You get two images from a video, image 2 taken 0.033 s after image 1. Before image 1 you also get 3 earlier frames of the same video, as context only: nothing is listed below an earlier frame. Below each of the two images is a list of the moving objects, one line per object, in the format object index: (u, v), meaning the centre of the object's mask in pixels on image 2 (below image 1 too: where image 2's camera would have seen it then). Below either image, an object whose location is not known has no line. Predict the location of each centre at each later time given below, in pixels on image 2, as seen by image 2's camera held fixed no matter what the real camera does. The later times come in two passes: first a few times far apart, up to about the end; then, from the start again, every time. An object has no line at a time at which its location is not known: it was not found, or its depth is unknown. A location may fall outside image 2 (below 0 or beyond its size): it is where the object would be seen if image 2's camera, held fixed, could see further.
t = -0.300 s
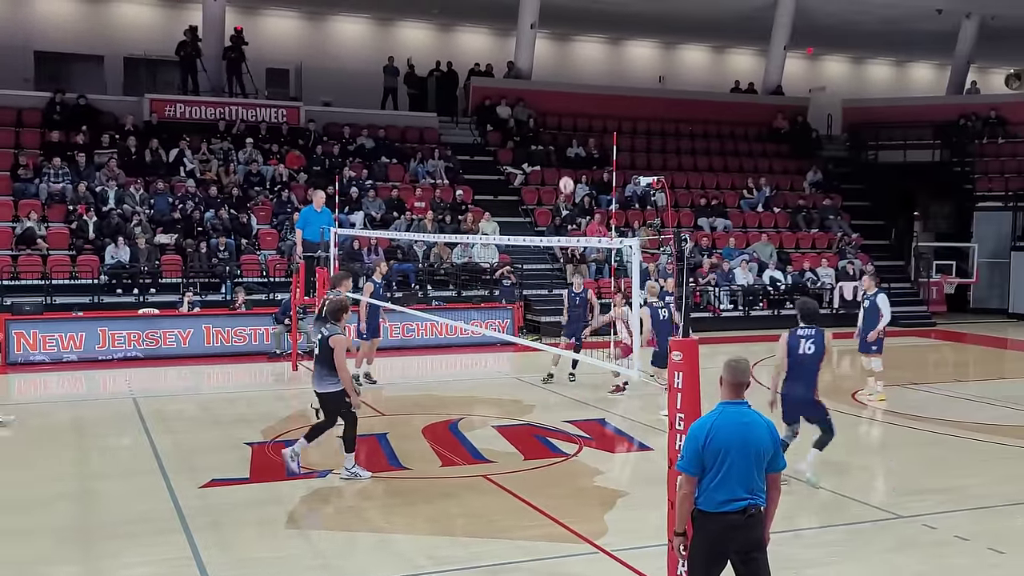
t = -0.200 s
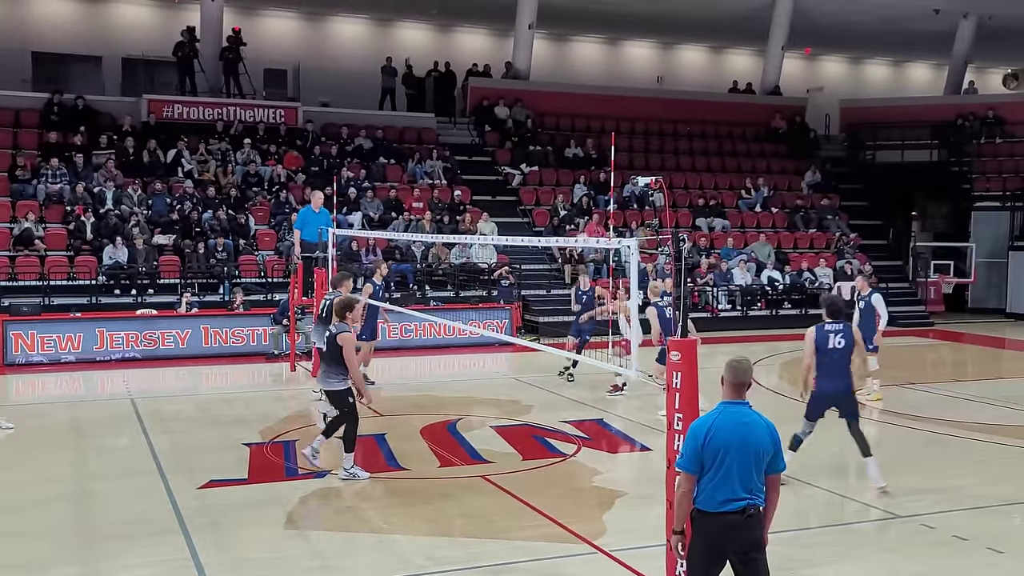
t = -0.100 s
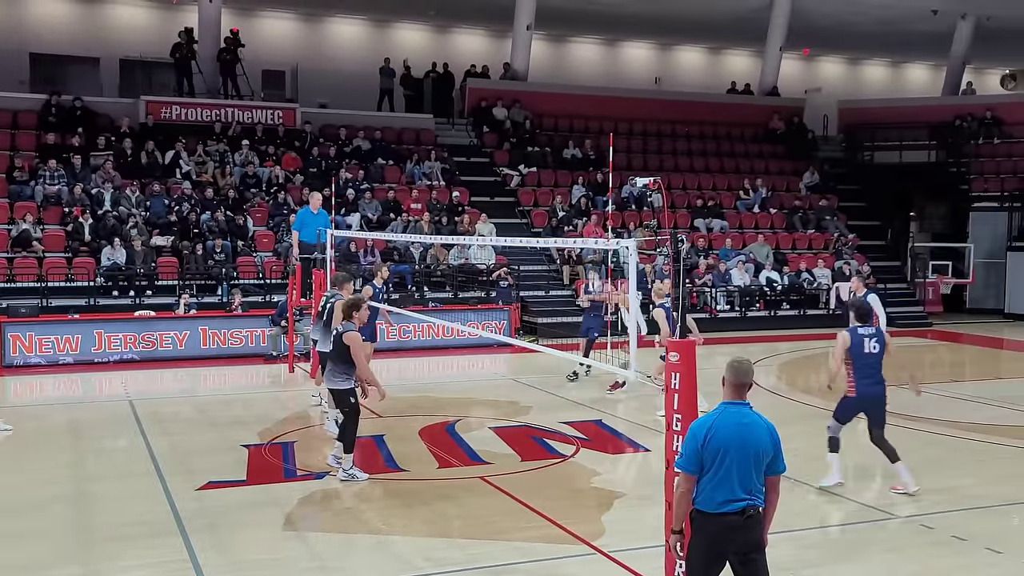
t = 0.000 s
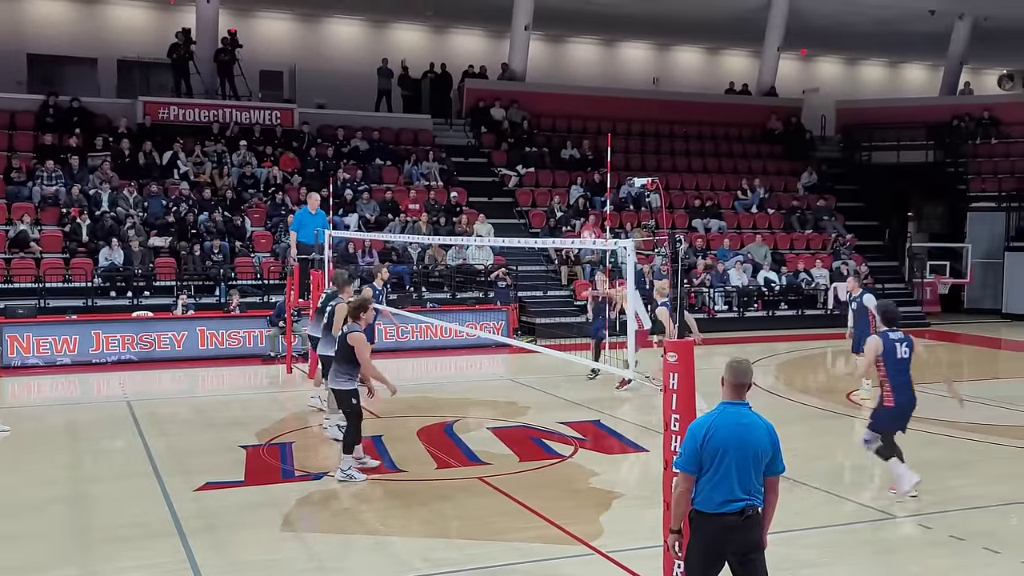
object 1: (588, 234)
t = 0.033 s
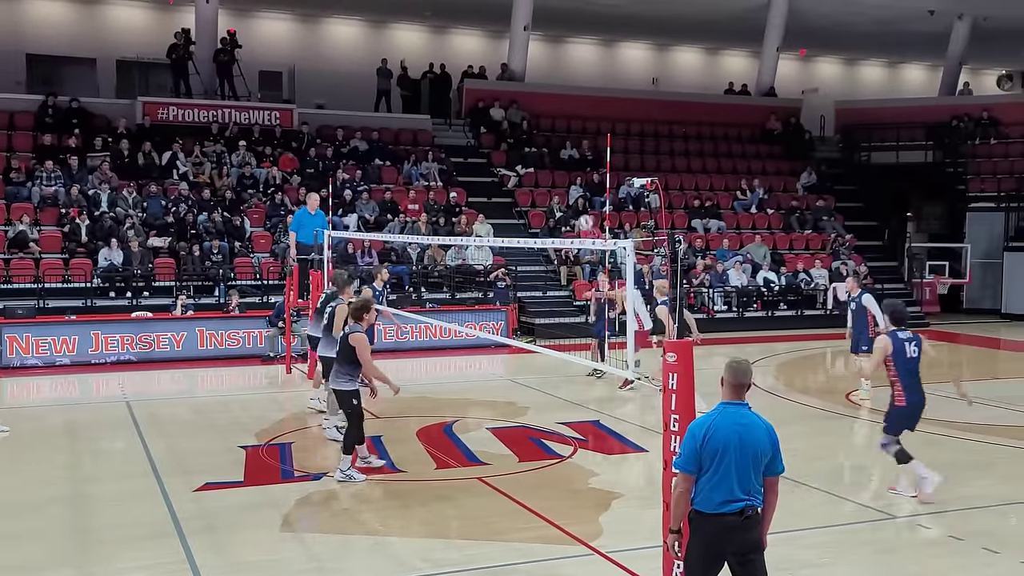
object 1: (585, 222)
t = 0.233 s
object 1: (571, 146)
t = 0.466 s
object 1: (553, 86)
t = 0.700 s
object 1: (535, 63)
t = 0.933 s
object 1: (515, 79)
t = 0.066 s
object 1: (583, 208)
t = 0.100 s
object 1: (581, 194)
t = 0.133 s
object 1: (578, 181)
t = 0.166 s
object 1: (576, 169)
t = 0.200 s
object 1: (573, 157)
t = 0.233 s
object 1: (571, 146)
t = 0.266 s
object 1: (568, 135)
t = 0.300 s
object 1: (566, 126)
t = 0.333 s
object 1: (563, 116)
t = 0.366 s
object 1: (561, 108)
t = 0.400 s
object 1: (558, 100)
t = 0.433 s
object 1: (556, 93)
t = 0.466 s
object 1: (553, 86)
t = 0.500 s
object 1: (550, 80)
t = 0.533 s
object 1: (548, 76)
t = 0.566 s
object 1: (545, 72)
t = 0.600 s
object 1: (543, 68)
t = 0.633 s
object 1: (540, 66)
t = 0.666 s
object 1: (537, 64)
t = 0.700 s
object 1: (535, 63)
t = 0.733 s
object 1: (532, 63)
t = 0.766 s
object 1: (528, 64)
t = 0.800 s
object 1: (526, 65)
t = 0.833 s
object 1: (523, 67)
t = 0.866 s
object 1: (520, 71)
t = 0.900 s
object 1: (518, 74)
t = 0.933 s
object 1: (515, 79)
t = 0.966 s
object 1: (512, 85)
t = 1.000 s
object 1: (509, 92)
